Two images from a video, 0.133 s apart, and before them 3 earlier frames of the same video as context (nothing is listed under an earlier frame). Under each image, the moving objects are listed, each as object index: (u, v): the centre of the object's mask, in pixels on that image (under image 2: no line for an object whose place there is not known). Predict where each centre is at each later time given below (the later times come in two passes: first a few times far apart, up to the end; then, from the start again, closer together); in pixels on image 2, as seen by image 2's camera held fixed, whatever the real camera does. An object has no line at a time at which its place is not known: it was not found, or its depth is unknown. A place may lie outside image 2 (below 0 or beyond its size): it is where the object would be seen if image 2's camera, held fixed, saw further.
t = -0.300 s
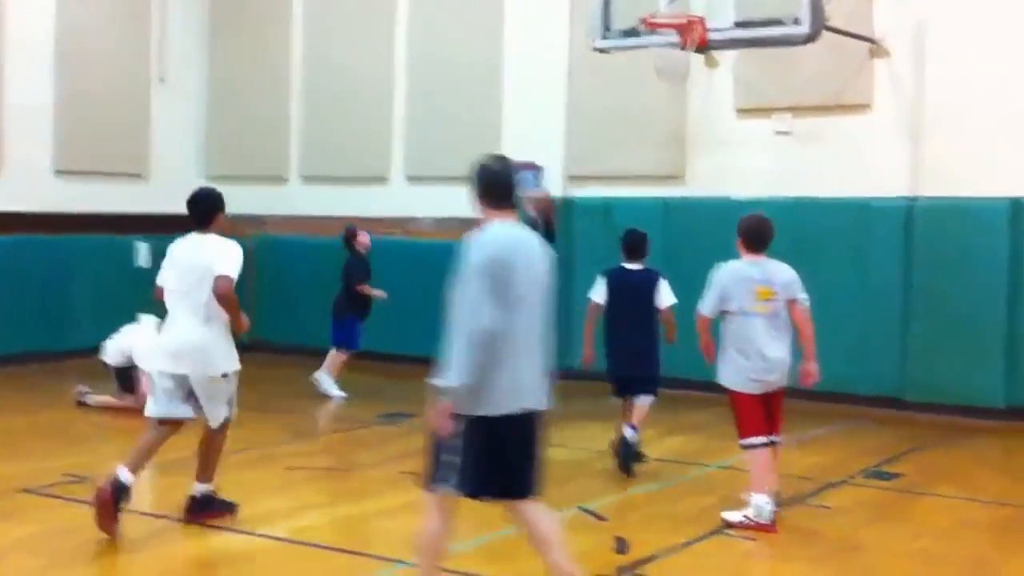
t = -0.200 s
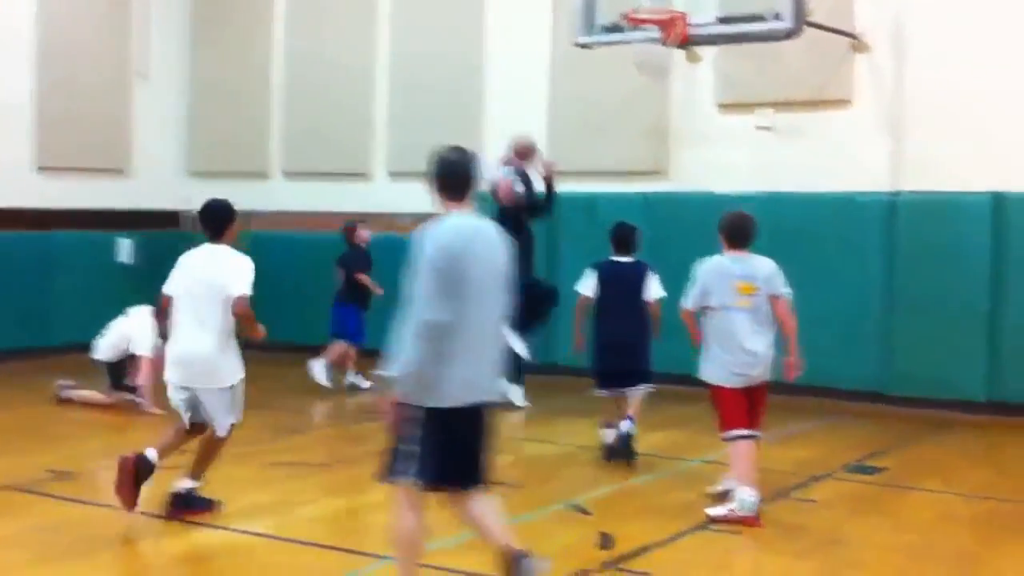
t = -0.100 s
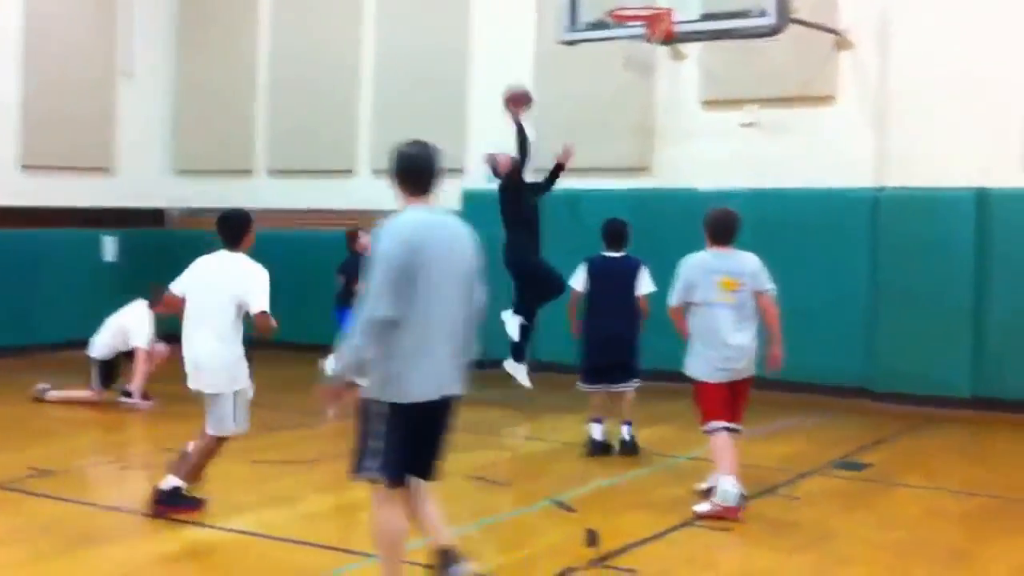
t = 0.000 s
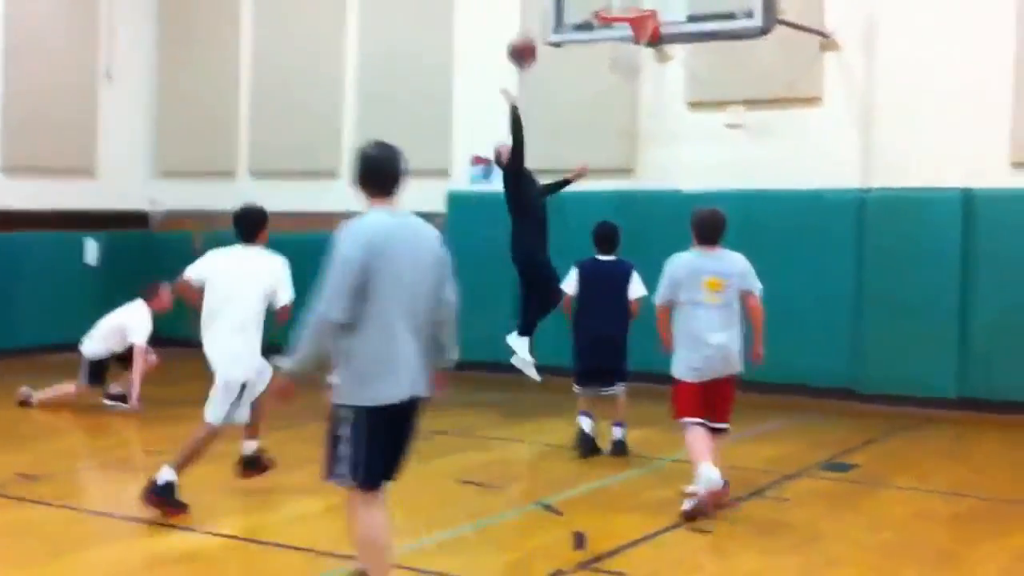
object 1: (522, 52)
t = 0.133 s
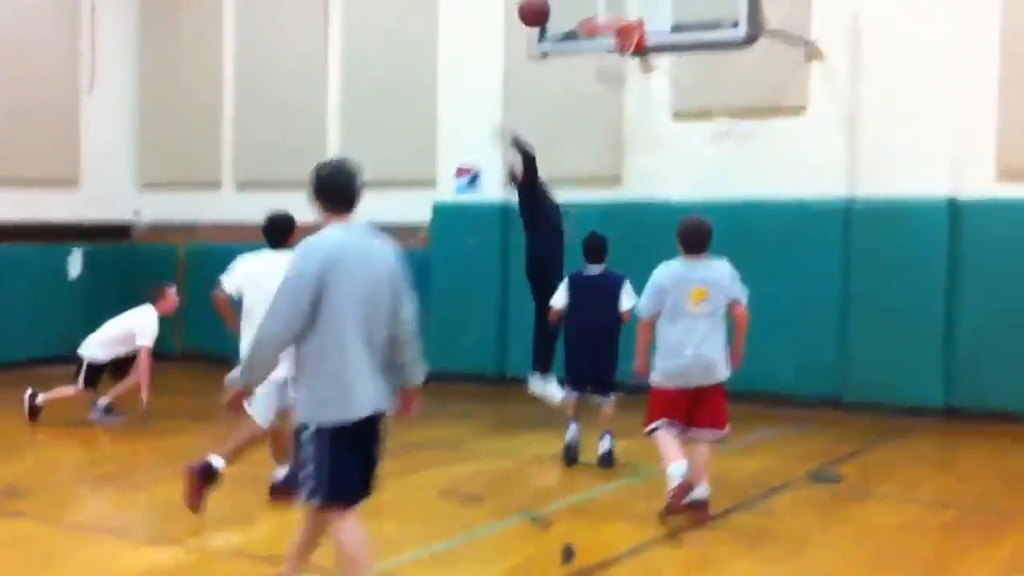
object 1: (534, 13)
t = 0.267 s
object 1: (561, -12)
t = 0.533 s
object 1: (617, -7)
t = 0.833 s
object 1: (602, 0)
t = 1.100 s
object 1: (624, 35)
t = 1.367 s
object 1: (623, 72)
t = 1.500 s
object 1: (614, 108)
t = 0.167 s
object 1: (541, 6)
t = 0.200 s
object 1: (548, 0)
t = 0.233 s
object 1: (555, -6)
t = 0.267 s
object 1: (561, -12)
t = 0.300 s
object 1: (568, -16)
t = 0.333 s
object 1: (575, -19)
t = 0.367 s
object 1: (582, -22)
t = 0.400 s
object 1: (589, -23)
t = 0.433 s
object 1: (596, -23)
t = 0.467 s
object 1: (603, -19)
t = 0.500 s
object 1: (610, -14)
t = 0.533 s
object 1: (617, -7)
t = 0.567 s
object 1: (623, 1)
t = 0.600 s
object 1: (624, 2)
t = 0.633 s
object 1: (622, -1)
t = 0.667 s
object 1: (619, -4)
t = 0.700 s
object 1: (616, -6)
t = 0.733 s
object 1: (612, -6)
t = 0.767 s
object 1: (609, -5)
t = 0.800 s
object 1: (606, -3)
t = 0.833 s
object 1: (602, 0)
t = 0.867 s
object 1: (598, 5)
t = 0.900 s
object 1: (594, 14)
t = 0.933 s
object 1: (596, 15)
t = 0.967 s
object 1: (600, 15)
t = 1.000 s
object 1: (605, 17)
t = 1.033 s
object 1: (610, 20)
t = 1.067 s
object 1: (615, 26)
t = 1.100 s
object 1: (624, 35)
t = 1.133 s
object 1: (622, 41)
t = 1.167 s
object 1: (628, 53)
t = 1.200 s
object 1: (627, 57)
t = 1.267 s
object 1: (628, 61)
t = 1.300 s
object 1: (626, 62)
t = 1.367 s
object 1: (623, 72)
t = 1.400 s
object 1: (621, 77)
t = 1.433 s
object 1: (619, 86)
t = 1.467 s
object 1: (616, 96)
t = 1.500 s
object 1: (614, 108)
